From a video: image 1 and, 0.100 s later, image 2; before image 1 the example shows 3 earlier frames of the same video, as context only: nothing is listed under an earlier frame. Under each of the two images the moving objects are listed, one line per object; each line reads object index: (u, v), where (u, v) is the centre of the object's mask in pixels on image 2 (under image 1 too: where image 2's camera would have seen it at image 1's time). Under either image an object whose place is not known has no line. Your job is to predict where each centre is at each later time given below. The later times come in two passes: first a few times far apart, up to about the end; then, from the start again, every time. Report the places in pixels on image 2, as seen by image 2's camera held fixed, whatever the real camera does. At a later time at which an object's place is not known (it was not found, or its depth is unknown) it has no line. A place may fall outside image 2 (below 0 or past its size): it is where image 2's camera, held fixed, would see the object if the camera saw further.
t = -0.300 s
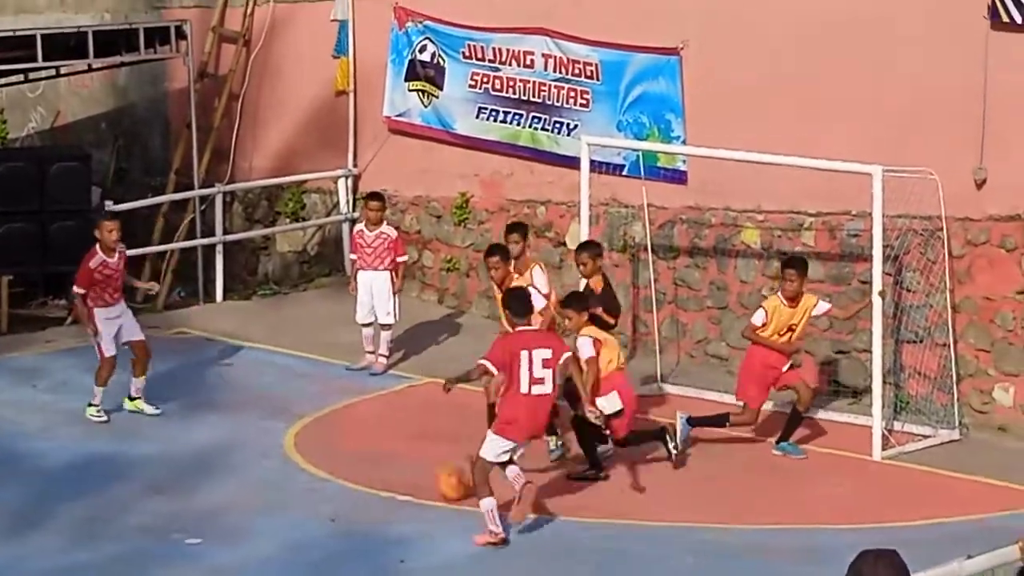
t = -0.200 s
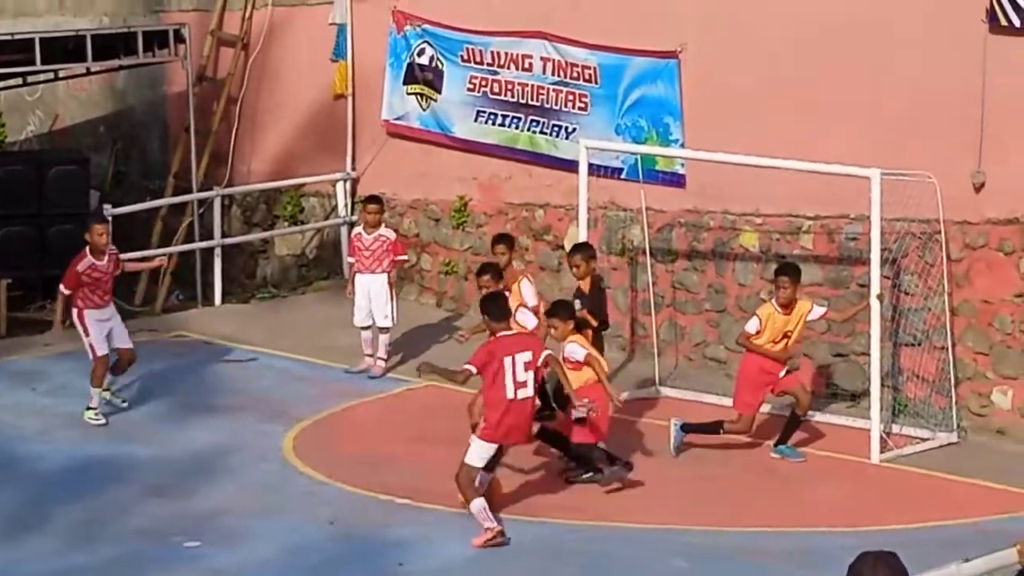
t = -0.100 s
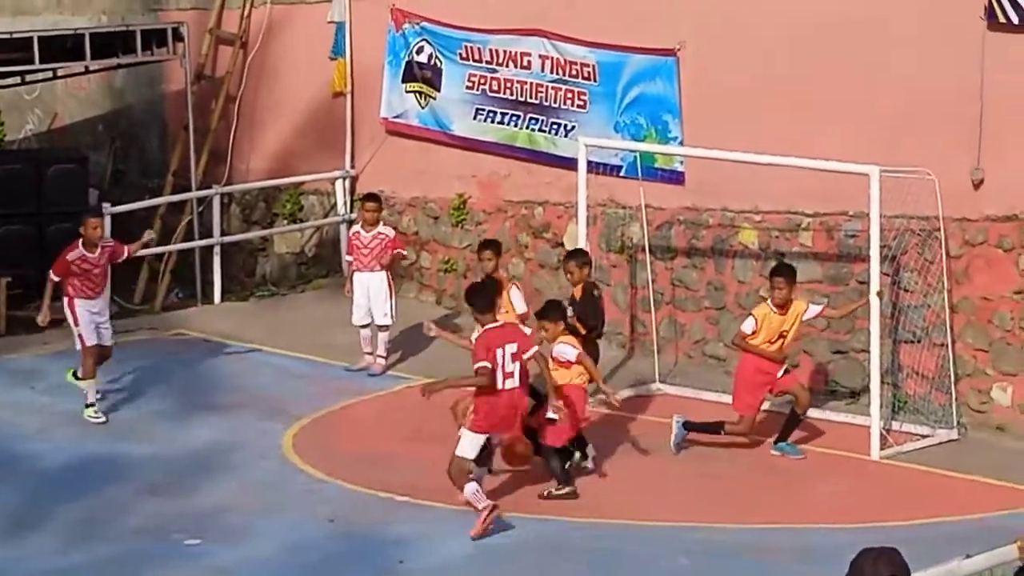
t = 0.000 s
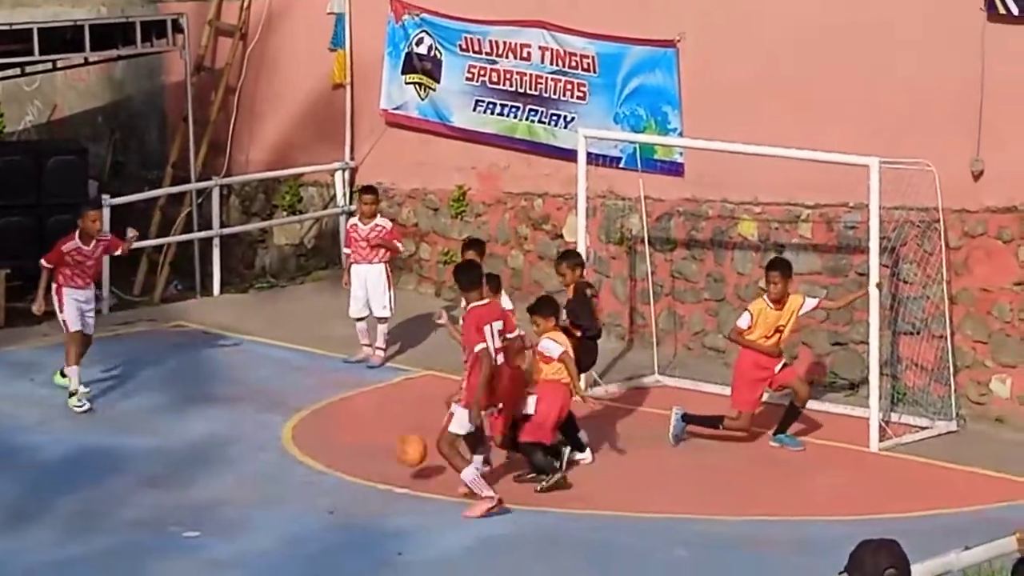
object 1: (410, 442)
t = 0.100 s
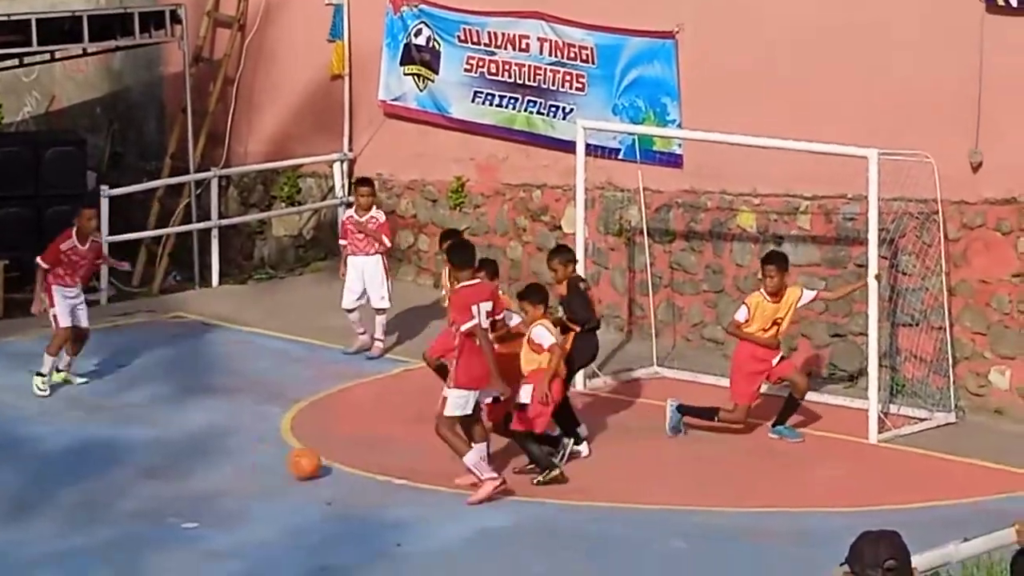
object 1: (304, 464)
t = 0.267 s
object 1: (174, 458)
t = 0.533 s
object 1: (9, 468)
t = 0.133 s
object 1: (277, 463)
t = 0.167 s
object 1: (251, 460)
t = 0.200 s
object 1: (225, 457)
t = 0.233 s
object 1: (199, 457)
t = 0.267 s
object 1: (174, 458)
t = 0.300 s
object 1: (148, 463)
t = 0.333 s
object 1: (124, 466)
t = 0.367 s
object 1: (105, 464)
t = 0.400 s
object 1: (87, 463)
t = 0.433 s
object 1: (66, 463)
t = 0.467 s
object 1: (46, 466)
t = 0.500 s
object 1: (27, 467)
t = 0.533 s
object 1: (9, 468)
